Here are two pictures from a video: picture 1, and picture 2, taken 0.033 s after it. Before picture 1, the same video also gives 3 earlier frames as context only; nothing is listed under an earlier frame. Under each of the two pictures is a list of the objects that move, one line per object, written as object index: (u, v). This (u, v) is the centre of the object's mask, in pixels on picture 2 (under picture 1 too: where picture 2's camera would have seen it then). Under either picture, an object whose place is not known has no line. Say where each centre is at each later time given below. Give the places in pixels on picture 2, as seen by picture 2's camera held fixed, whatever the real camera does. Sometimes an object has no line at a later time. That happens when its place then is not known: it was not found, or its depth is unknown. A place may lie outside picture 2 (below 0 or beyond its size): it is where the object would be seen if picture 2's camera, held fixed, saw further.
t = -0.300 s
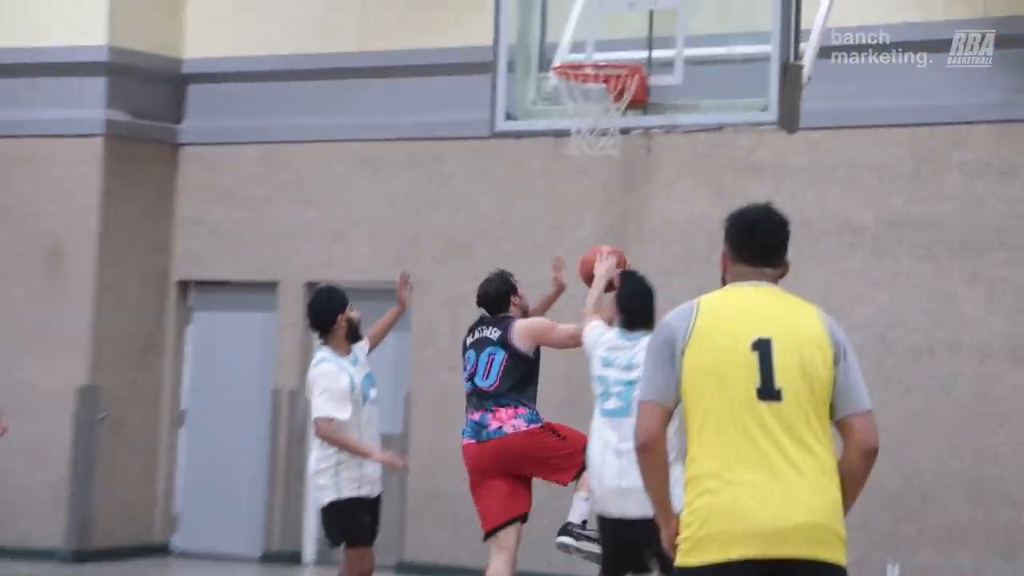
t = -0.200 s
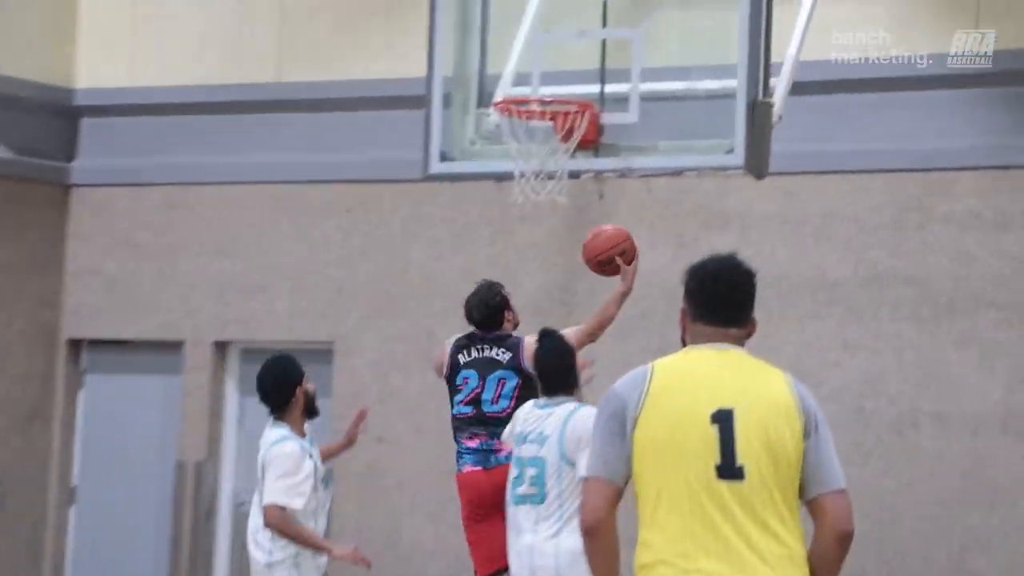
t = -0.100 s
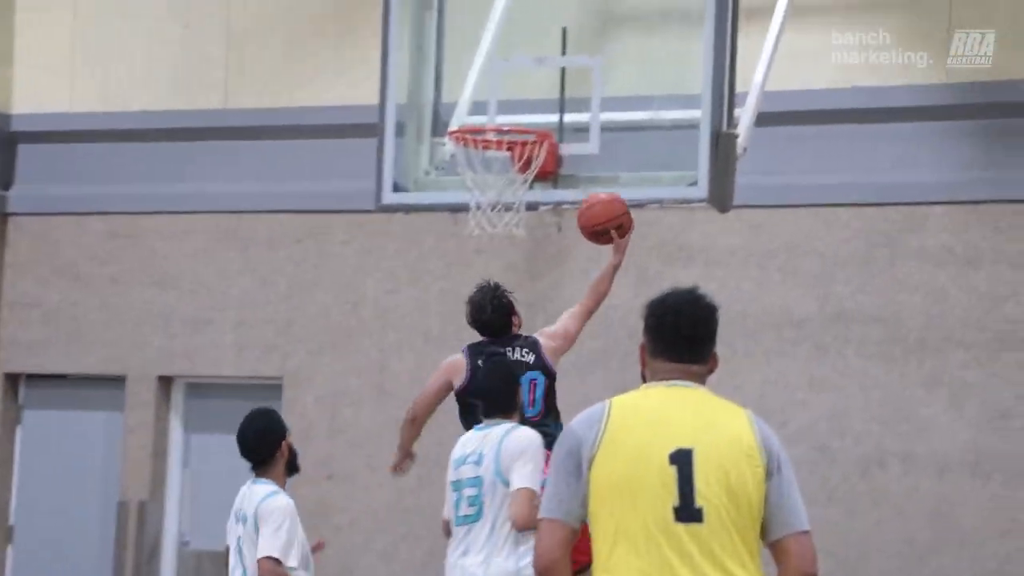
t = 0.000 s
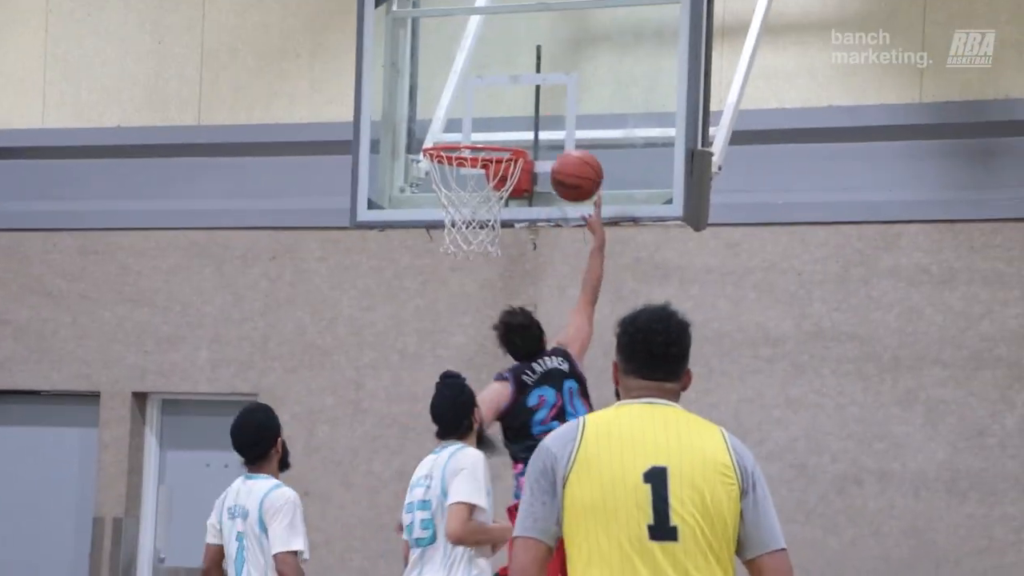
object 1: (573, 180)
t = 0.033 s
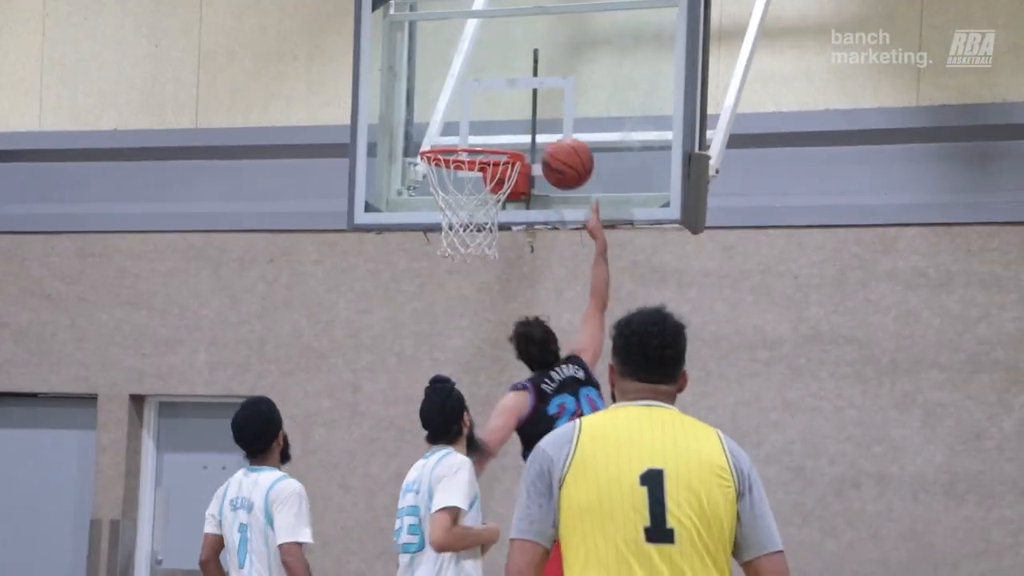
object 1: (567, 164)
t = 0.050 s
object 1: (564, 157)
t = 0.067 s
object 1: (562, 151)
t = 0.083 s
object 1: (558, 145)
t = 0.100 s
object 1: (555, 139)
